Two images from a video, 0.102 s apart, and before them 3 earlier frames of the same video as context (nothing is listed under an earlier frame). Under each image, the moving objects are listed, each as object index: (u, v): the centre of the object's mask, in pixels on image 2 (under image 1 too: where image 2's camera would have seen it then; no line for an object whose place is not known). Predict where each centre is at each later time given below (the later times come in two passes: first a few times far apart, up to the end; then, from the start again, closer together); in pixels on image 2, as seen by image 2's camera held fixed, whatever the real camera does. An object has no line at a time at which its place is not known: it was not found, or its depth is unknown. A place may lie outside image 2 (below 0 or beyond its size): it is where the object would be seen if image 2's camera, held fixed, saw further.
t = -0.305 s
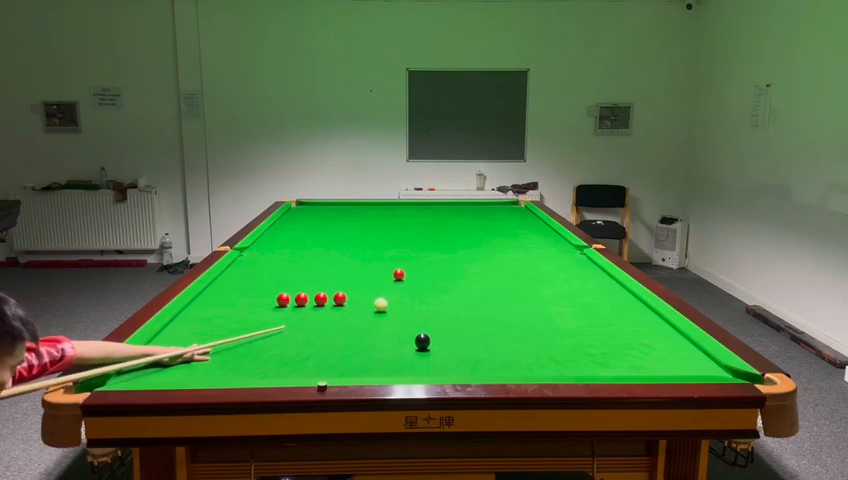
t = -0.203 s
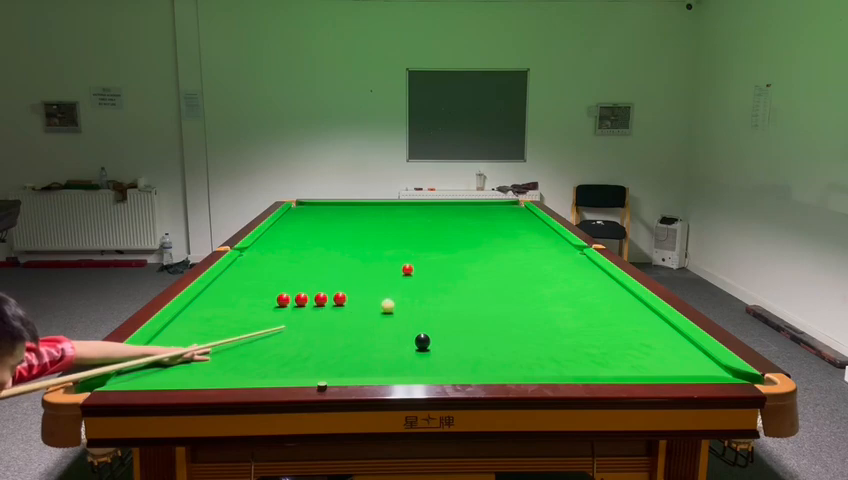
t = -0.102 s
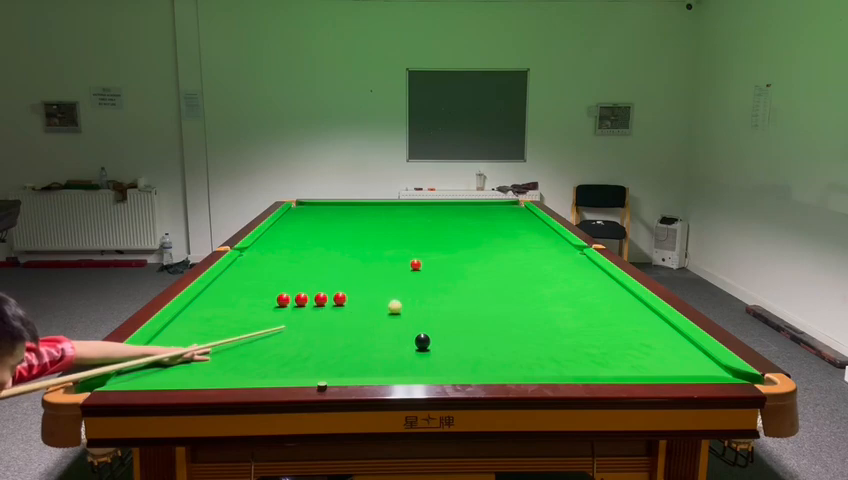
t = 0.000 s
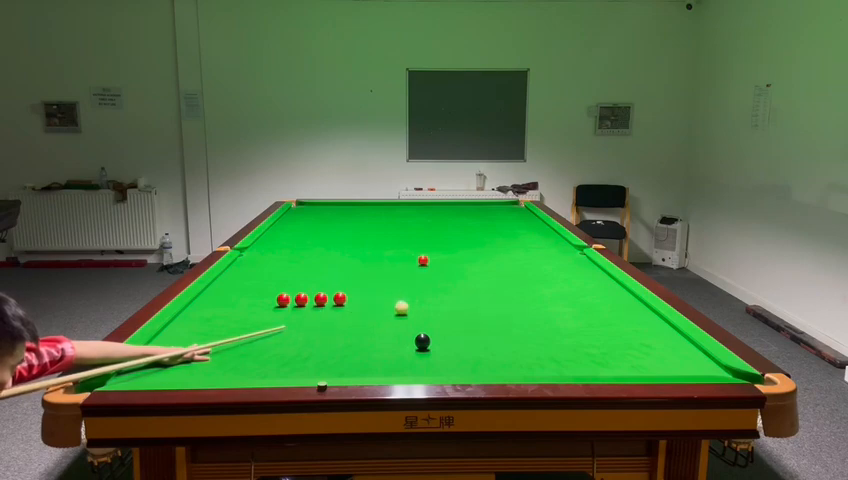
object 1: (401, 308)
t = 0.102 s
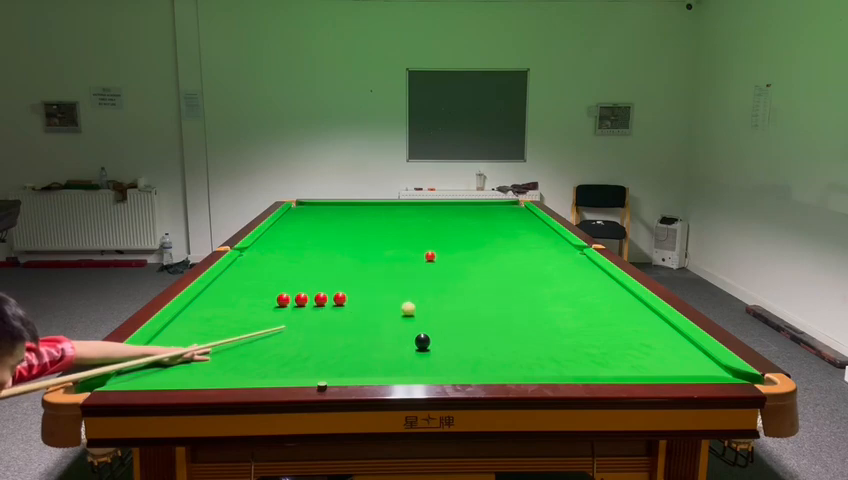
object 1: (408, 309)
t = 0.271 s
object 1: (419, 310)
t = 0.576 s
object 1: (437, 312)
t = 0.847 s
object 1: (452, 314)
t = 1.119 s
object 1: (467, 316)
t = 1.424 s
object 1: (481, 318)
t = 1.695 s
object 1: (492, 320)
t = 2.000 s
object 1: (503, 321)
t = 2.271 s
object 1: (510, 322)
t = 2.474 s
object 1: (515, 323)
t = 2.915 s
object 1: (523, 325)
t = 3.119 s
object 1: (526, 325)
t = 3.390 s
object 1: (528, 325)
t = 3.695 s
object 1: (528, 325)
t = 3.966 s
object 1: (528, 325)
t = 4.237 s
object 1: (528, 325)
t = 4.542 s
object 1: (528, 325)
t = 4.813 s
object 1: (528, 325)
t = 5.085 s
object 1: (528, 325)
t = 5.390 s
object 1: (528, 325)
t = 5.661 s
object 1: (528, 325)
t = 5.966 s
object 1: (528, 325)
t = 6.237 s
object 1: (528, 325)
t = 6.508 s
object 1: (528, 325)
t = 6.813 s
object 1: (528, 325)
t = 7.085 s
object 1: (528, 325)
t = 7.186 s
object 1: (527, 325)
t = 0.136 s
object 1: (410, 309)
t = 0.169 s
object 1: (412, 309)
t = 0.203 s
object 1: (414, 309)
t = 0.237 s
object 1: (417, 310)
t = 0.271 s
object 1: (419, 310)
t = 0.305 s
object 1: (421, 310)
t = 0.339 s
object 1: (423, 311)
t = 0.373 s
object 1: (425, 311)
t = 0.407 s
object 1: (427, 311)
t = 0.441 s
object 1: (429, 311)
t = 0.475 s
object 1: (431, 312)
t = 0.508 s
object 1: (433, 312)
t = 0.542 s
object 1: (435, 312)
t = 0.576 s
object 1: (437, 312)
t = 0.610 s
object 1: (439, 313)
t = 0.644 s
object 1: (441, 313)
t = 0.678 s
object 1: (443, 313)
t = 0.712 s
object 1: (445, 313)
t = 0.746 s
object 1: (447, 314)
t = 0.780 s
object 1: (448, 314)
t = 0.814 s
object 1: (450, 314)
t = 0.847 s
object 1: (452, 314)
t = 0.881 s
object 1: (454, 315)
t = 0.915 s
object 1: (456, 315)
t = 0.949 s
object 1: (457, 315)
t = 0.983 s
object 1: (459, 315)
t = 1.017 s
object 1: (461, 315)
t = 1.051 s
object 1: (464, 316)
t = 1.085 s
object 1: (466, 316)
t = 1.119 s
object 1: (467, 316)
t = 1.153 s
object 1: (469, 317)
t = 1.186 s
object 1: (471, 317)
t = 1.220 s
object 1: (472, 317)
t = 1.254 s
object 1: (473, 317)
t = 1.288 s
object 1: (475, 317)
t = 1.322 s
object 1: (477, 318)
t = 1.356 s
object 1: (478, 318)
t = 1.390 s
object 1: (480, 318)
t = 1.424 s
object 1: (481, 318)
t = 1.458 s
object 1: (483, 318)
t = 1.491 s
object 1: (484, 318)
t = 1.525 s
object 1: (485, 319)
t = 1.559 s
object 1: (487, 319)
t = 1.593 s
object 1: (488, 319)
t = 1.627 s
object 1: (489, 319)
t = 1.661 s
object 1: (491, 319)
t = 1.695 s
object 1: (492, 320)
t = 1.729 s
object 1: (493, 320)
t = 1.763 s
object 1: (494, 320)
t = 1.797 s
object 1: (496, 320)
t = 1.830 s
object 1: (497, 321)
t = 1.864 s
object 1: (498, 321)
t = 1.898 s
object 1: (499, 321)
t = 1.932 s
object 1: (500, 321)
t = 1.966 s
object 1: (501, 321)
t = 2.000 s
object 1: (503, 321)
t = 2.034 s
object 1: (503, 322)
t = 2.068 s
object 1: (505, 322)
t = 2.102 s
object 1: (506, 321)
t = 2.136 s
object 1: (507, 322)
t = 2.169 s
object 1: (508, 322)
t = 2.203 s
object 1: (509, 322)
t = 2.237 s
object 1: (510, 322)
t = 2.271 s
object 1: (510, 322)
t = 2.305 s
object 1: (511, 322)
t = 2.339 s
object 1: (512, 323)
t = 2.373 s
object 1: (513, 323)
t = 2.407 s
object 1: (514, 323)
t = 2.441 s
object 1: (514, 323)
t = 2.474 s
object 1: (515, 323)
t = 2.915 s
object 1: (523, 325)
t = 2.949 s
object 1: (524, 324)
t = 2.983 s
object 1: (524, 325)
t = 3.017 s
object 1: (525, 325)
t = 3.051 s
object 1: (525, 325)
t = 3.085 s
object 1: (526, 325)
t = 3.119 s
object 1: (526, 325)
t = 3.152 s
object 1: (526, 325)
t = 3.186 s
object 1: (526, 325)
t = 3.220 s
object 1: (527, 325)
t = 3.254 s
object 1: (527, 325)
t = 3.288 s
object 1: (527, 325)
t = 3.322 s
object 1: (527, 325)
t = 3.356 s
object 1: (528, 325)
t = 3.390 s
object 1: (528, 325)
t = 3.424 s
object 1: (528, 325)
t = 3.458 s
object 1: (528, 325)
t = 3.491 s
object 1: (528, 325)
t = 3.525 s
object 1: (528, 325)
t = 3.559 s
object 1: (528, 325)
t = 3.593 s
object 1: (528, 325)
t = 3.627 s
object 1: (528, 325)
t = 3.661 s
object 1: (528, 325)
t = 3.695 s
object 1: (528, 325)
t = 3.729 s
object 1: (528, 325)
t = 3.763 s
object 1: (528, 325)
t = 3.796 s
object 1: (528, 325)
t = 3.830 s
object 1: (528, 325)
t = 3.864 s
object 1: (528, 325)
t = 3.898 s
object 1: (528, 325)
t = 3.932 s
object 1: (528, 325)
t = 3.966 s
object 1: (528, 325)
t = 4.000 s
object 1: (528, 325)
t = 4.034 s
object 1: (528, 325)
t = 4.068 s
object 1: (528, 325)
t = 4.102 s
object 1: (528, 325)
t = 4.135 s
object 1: (528, 325)
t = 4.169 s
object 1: (528, 325)
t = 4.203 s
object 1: (528, 325)
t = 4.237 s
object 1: (528, 325)
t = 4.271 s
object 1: (528, 325)
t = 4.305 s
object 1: (528, 325)
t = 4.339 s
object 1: (528, 325)
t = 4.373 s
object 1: (528, 325)
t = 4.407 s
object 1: (528, 325)
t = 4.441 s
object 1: (528, 325)
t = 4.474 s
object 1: (528, 325)
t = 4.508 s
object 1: (528, 325)
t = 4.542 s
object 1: (528, 325)
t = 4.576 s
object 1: (528, 325)
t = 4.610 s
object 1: (528, 325)
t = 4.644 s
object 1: (528, 325)
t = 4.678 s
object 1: (528, 325)
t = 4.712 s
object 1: (528, 325)
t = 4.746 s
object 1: (528, 325)
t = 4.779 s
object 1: (528, 325)
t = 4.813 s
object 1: (528, 325)
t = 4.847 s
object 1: (528, 325)
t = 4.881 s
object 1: (528, 325)
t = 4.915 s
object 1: (528, 325)
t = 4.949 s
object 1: (528, 325)
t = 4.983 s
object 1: (528, 325)
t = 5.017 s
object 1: (528, 325)
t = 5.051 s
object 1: (528, 325)
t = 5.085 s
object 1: (528, 325)
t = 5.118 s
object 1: (528, 325)
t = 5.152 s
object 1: (528, 325)
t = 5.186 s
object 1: (528, 325)
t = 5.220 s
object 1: (528, 325)
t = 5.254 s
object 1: (528, 325)
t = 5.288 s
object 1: (528, 325)
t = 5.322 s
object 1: (528, 325)
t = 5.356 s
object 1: (528, 325)
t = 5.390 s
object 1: (528, 325)
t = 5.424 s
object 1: (528, 325)
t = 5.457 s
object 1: (528, 325)
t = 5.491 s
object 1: (528, 325)
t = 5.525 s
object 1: (528, 325)
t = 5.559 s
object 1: (528, 325)
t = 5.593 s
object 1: (528, 325)
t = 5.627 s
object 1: (528, 325)
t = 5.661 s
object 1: (528, 325)
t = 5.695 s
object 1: (528, 325)
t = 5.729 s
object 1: (528, 325)
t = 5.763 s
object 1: (528, 325)
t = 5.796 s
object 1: (528, 325)
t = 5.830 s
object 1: (528, 325)
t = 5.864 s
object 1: (528, 325)
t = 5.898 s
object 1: (528, 325)
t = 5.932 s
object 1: (528, 325)
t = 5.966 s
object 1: (528, 325)
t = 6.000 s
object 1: (528, 325)
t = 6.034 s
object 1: (528, 325)
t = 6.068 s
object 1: (528, 325)
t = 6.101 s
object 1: (528, 325)
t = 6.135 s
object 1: (528, 325)
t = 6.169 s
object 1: (528, 325)
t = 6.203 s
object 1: (528, 325)
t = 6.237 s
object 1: (528, 325)
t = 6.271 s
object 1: (528, 325)
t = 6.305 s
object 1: (528, 325)
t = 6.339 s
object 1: (528, 325)
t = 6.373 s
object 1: (528, 325)
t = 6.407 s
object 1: (528, 325)
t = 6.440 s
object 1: (528, 325)
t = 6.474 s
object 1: (528, 325)
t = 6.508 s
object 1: (528, 325)
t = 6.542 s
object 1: (528, 325)
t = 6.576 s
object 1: (528, 325)
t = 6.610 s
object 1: (528, 325)
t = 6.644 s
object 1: (528, 325)
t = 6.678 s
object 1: (528, 325)
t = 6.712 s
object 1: (528, 325)
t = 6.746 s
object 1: (528, 325)
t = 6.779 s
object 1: (528, 325)
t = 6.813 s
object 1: (528, 325)
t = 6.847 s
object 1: (528, 325)
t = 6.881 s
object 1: (528, 325)
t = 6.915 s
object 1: (528, 325)
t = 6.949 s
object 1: (528, 325)
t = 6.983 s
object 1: (528, 325)
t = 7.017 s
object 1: (528, 325)
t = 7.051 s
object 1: (528, 325)
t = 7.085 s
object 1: (528, 325)
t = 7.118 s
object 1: (528, 325)
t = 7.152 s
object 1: (528, 325)
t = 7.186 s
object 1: (527, 325)
